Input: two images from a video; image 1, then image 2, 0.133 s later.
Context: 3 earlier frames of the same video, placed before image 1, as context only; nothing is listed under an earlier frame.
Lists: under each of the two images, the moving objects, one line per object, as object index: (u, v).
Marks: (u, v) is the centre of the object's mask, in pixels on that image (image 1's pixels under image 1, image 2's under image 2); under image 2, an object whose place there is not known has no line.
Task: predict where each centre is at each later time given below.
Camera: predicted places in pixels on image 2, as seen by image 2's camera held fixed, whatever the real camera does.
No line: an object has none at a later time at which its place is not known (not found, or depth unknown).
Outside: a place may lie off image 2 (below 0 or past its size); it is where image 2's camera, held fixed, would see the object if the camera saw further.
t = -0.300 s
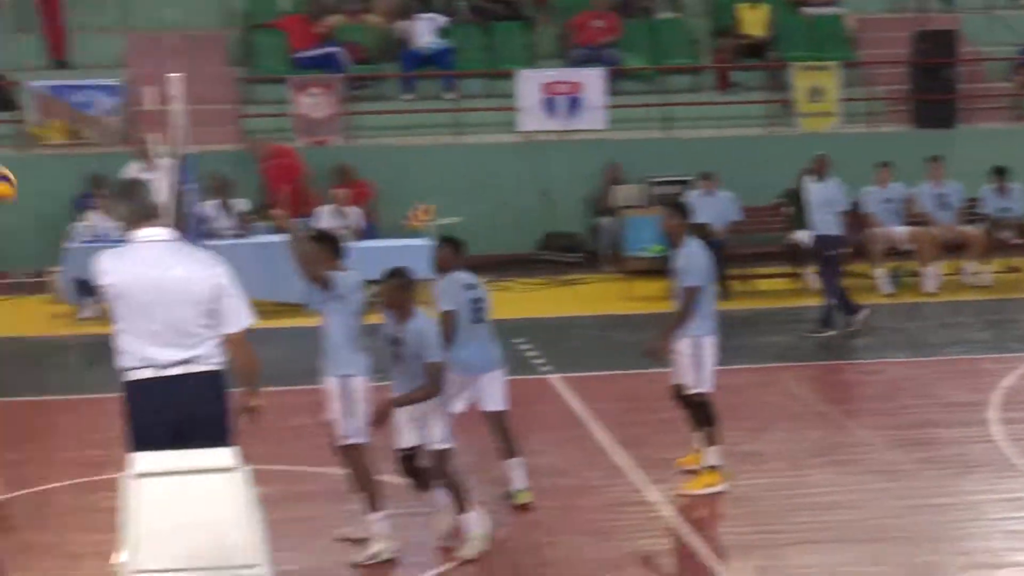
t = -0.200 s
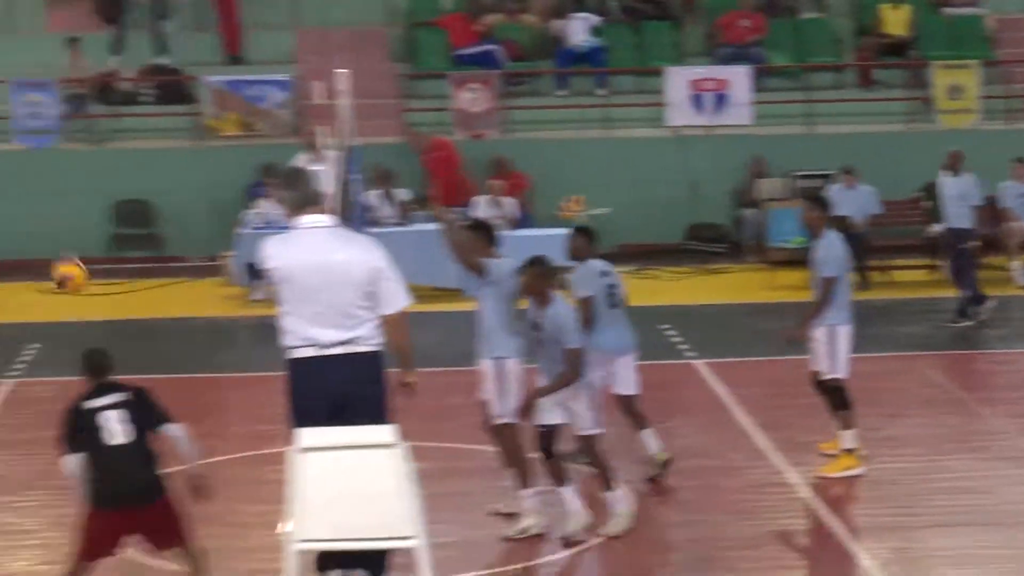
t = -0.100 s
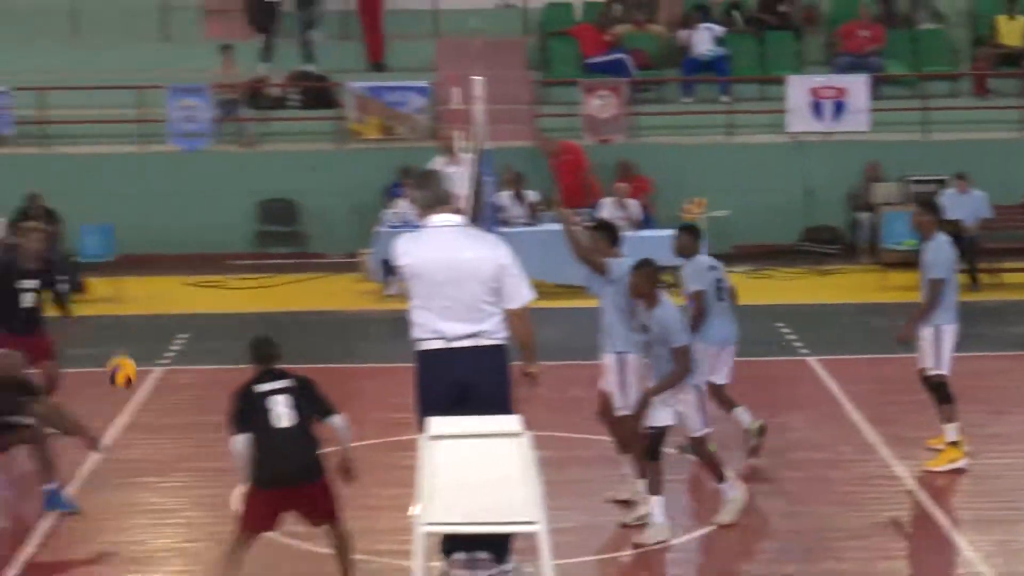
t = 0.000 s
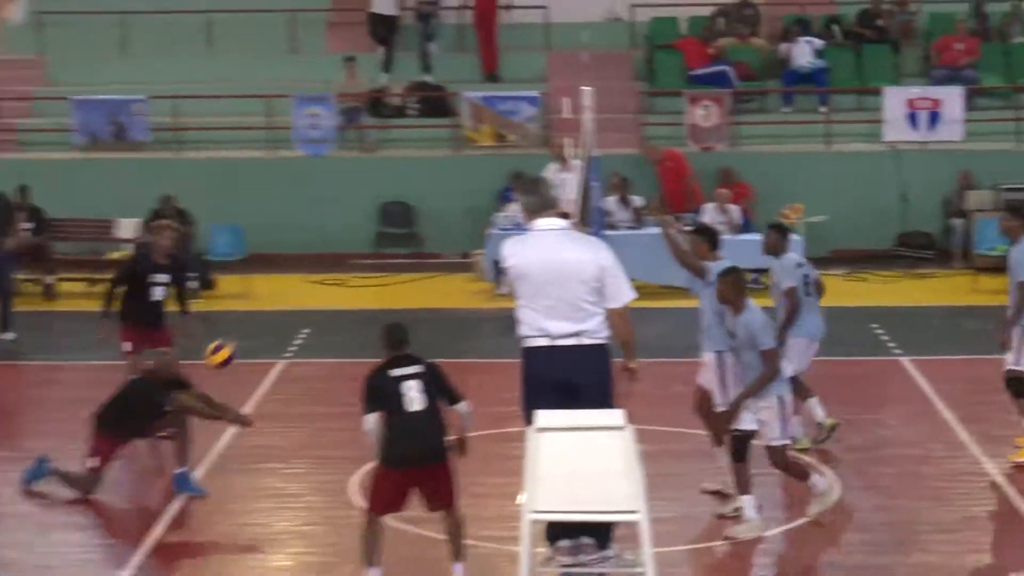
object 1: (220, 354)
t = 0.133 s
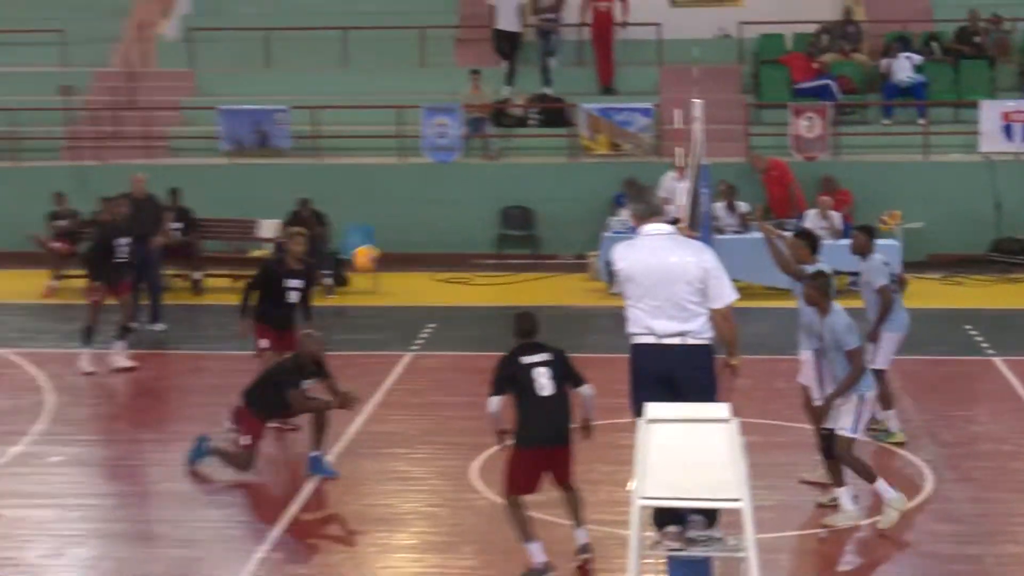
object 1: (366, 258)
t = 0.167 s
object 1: (368, 240)
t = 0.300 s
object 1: (380, 179)
